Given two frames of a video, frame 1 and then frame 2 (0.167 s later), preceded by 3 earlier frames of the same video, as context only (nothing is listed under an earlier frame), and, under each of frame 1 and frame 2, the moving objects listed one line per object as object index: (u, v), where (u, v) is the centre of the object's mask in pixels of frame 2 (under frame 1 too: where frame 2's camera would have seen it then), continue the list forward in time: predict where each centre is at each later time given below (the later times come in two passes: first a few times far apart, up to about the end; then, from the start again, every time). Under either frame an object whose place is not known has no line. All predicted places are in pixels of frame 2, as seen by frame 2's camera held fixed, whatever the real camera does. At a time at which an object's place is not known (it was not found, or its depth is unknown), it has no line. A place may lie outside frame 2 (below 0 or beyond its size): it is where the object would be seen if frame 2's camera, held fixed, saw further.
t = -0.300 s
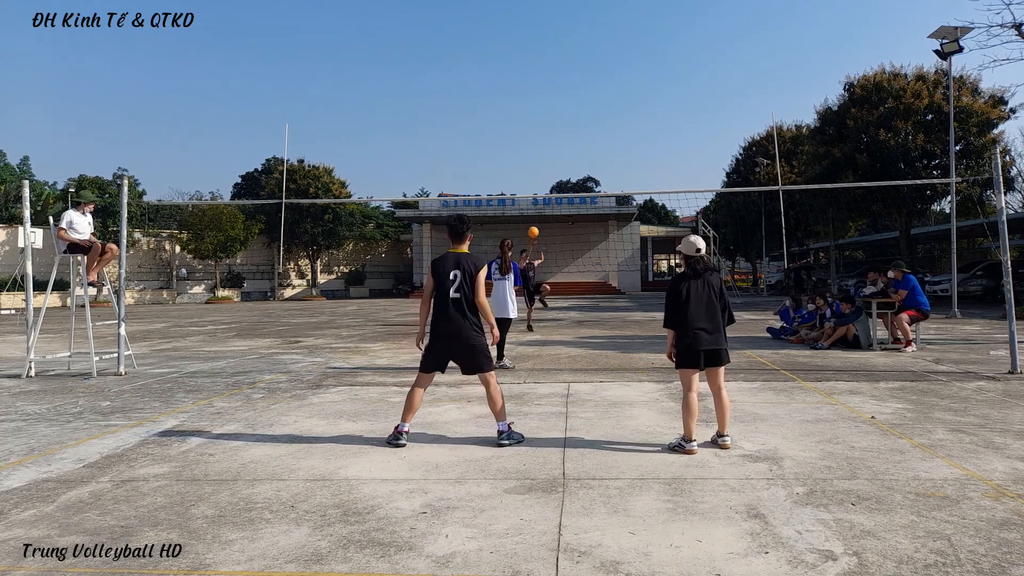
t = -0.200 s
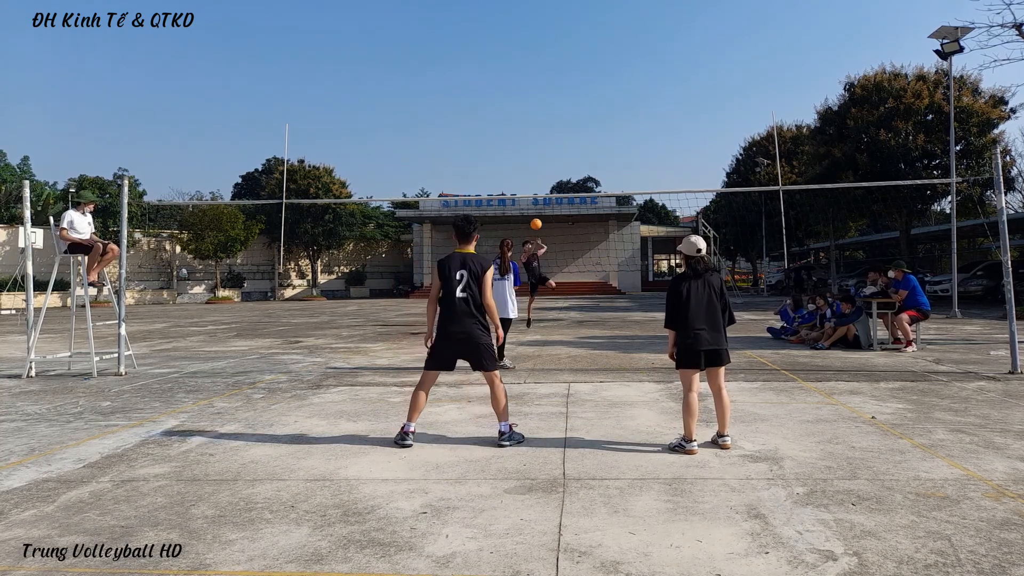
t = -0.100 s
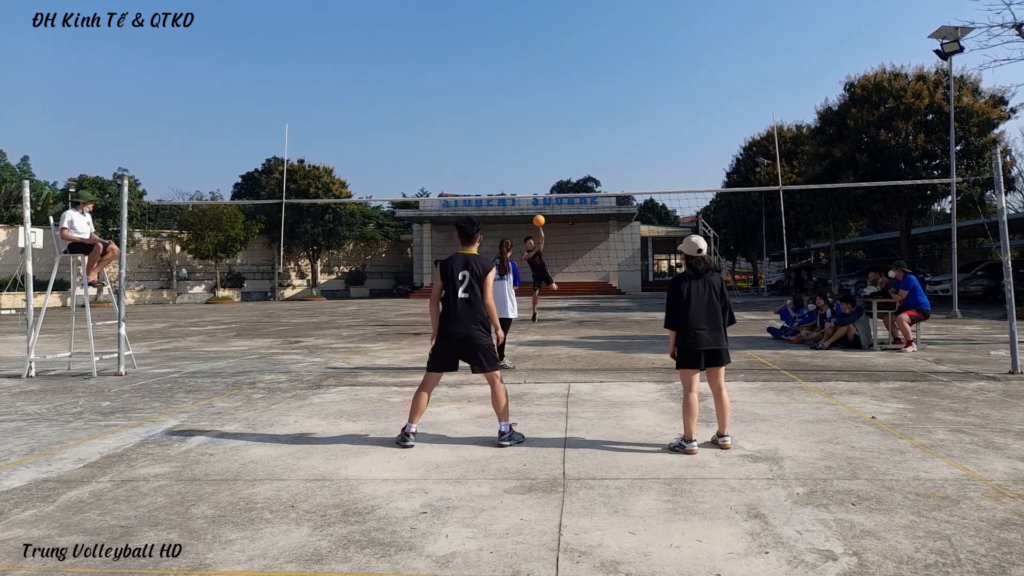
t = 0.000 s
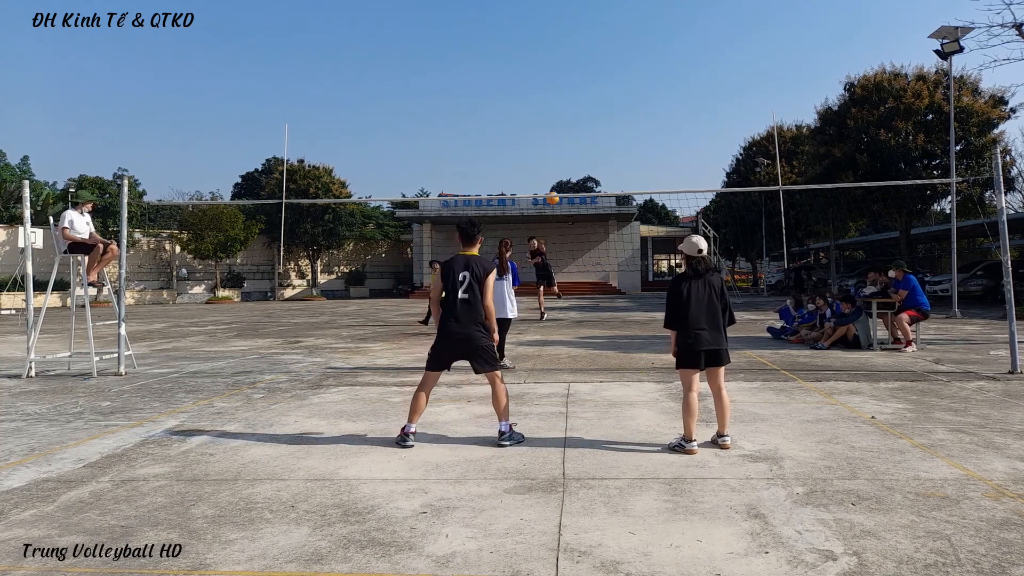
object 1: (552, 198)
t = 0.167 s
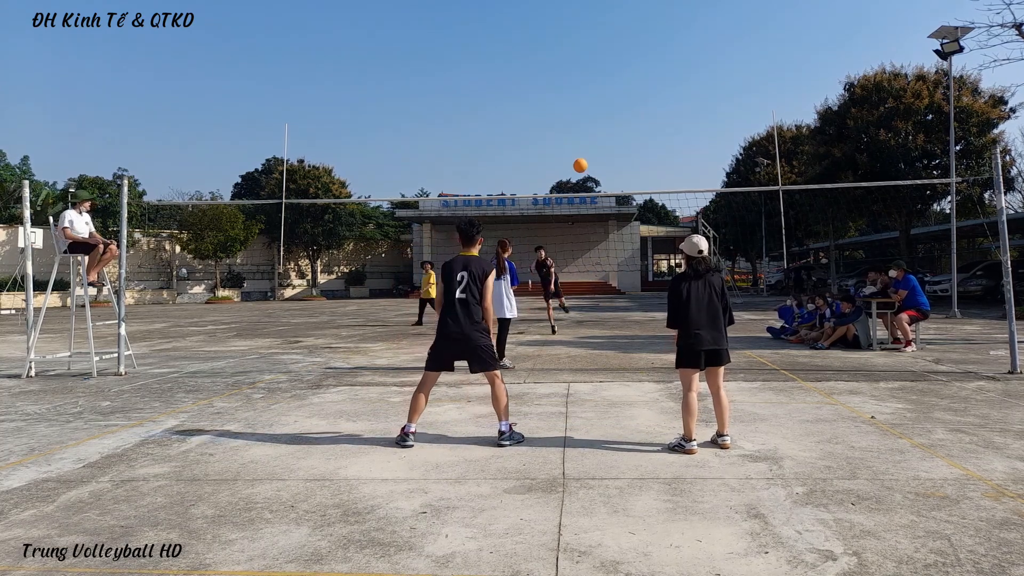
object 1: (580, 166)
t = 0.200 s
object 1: (586, 160)
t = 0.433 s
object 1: (639, 139)
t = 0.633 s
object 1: (713, 159)
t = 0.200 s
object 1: (586, 160)
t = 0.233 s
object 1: (592, 155)
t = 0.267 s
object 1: (599, 151)
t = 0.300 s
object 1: (606, 147)
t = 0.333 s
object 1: (613, 144)
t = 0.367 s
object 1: (621, 142)
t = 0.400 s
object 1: (630, 140)
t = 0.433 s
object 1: (639, 139)
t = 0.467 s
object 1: (649, 140)
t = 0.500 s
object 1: (660, 141)
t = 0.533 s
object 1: (671, 144)
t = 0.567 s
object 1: (684, 148)
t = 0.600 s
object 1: (698, 153)
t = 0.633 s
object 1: (713, 159)
